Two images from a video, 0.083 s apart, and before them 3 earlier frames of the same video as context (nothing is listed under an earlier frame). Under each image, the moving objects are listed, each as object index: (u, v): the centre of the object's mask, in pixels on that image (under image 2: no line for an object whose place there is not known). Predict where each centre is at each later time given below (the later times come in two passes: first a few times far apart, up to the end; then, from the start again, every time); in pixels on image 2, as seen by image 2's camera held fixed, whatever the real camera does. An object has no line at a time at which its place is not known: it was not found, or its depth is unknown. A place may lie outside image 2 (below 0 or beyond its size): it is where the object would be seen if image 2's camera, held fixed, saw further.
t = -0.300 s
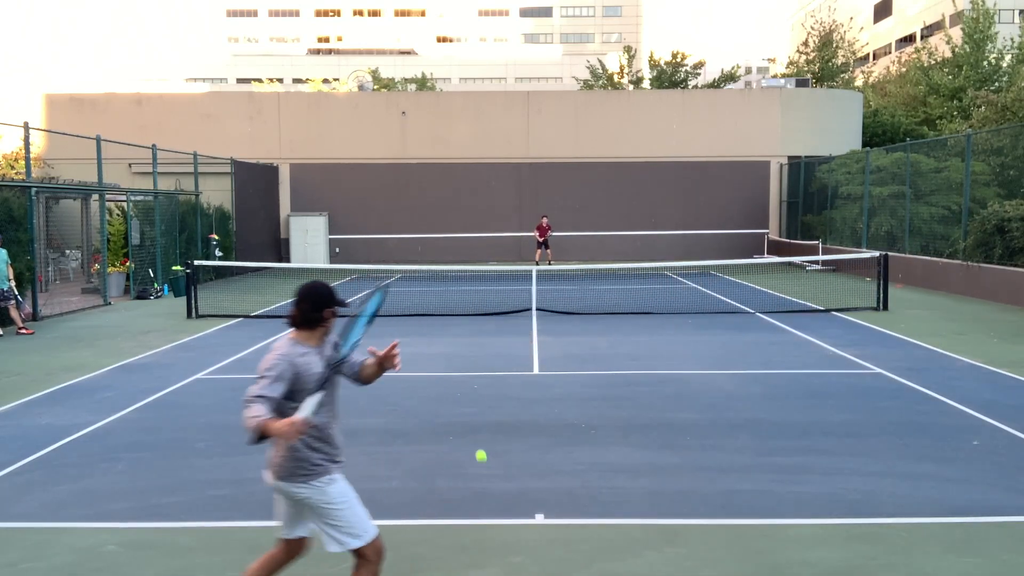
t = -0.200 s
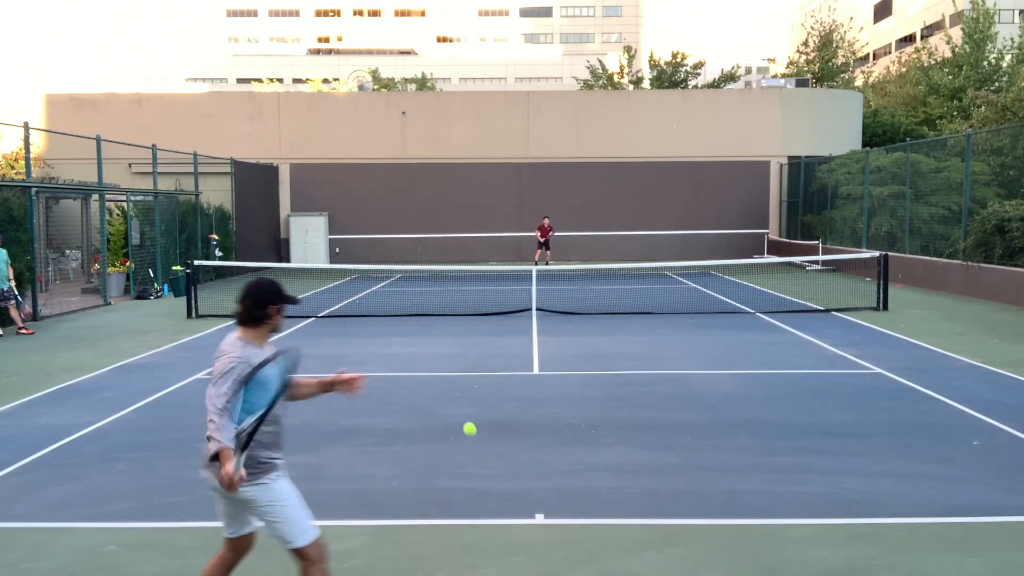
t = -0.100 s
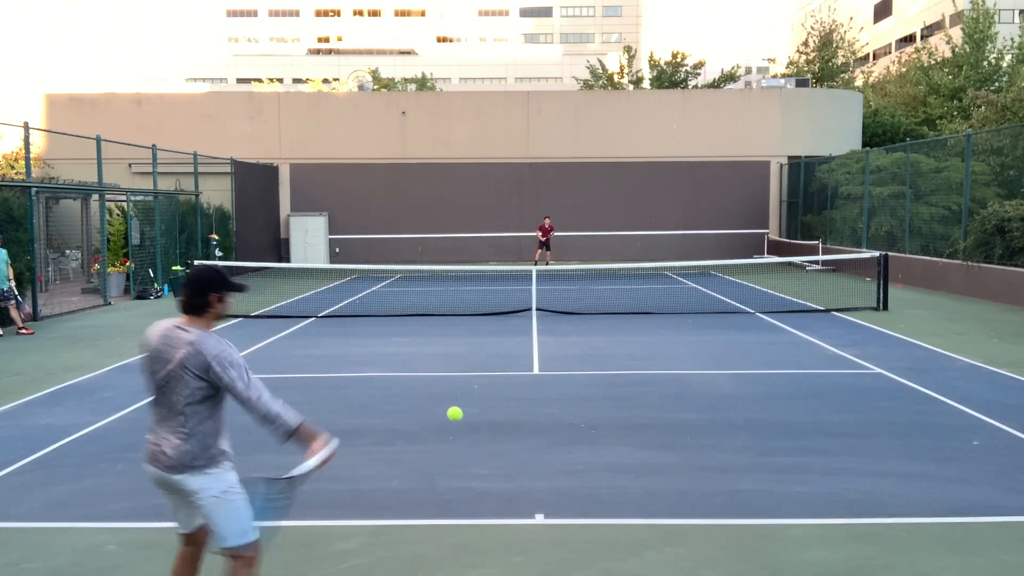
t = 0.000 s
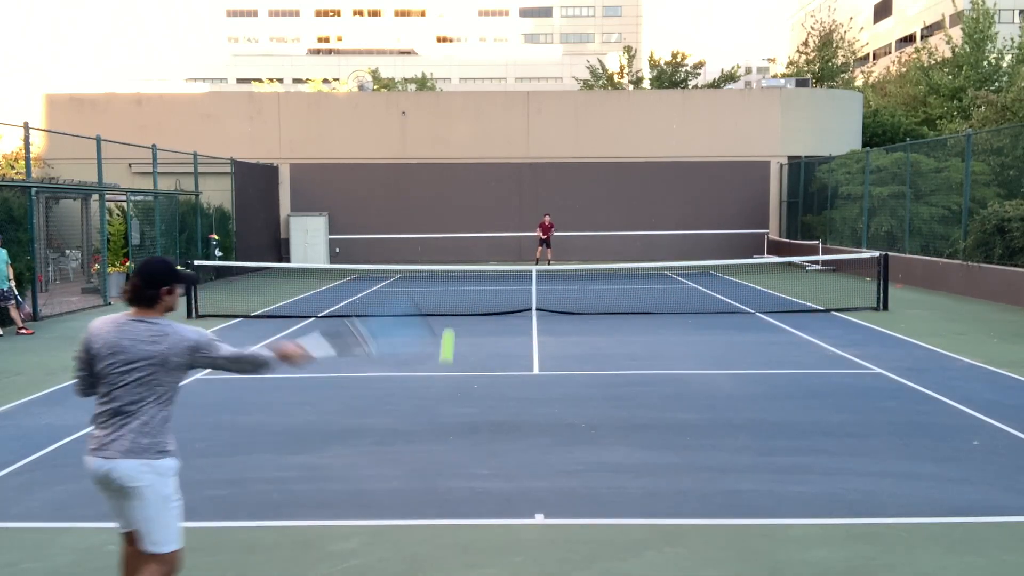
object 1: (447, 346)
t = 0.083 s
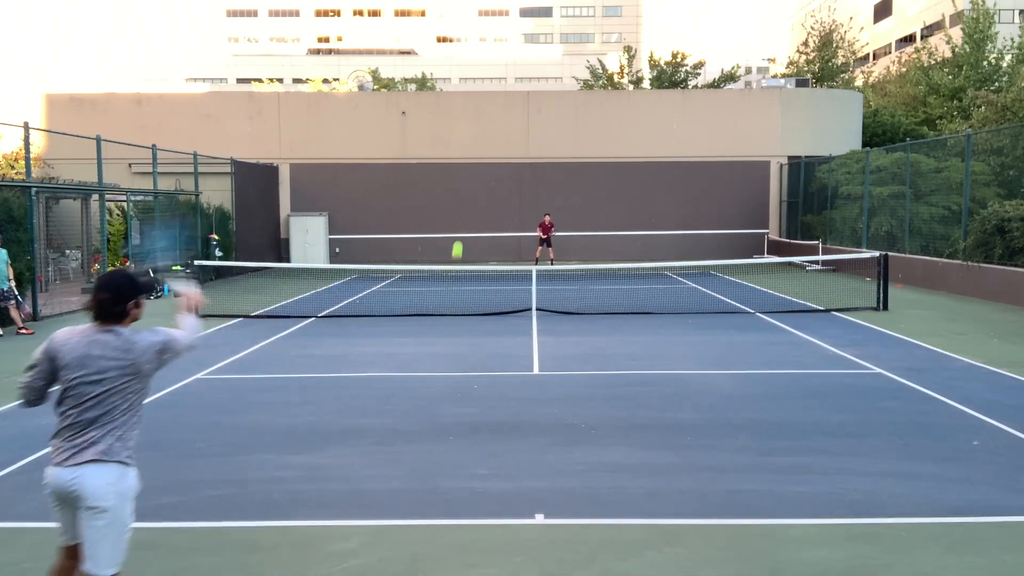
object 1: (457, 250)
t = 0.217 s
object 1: (464, 196)
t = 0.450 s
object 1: (470, 187)
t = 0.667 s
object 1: (474, 210)
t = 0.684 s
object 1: (474, 212)
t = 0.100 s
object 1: (458, 239)
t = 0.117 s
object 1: (460, 228)
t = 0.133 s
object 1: (461, 221)
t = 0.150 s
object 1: (461, 215)
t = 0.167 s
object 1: (462, 209)
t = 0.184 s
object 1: (463, 204)
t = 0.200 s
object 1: (464, 199)
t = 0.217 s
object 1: (464, 196)
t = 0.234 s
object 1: (465, 193)
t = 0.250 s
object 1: (466, 190)
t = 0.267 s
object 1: (466, 188)
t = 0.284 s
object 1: (466, 187)
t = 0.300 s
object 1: (467, 186)
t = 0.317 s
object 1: (467, 185)
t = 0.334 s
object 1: (468, 184)
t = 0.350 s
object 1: (468, 184)
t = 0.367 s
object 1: (468, 184)
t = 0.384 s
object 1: (469, 184)
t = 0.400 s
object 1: (469, 185)
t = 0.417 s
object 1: (469, 185)
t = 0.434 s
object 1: (470, 186)
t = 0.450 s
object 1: (470, 187)
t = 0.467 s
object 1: (470, 188)
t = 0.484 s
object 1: (471, 189)
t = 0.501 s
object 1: (471, 191)
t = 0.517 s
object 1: (471, 192)
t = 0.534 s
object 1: (472, 194)
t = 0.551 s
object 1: (472, 196)
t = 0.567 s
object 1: (472, 197)
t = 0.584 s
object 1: (472, 199)
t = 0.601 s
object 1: (473, 202)
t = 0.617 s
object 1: (473, 203)
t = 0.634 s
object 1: (473, 206)
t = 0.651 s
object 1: (473, 208)
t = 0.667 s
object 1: (474, 210)
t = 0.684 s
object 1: (474, 212)
